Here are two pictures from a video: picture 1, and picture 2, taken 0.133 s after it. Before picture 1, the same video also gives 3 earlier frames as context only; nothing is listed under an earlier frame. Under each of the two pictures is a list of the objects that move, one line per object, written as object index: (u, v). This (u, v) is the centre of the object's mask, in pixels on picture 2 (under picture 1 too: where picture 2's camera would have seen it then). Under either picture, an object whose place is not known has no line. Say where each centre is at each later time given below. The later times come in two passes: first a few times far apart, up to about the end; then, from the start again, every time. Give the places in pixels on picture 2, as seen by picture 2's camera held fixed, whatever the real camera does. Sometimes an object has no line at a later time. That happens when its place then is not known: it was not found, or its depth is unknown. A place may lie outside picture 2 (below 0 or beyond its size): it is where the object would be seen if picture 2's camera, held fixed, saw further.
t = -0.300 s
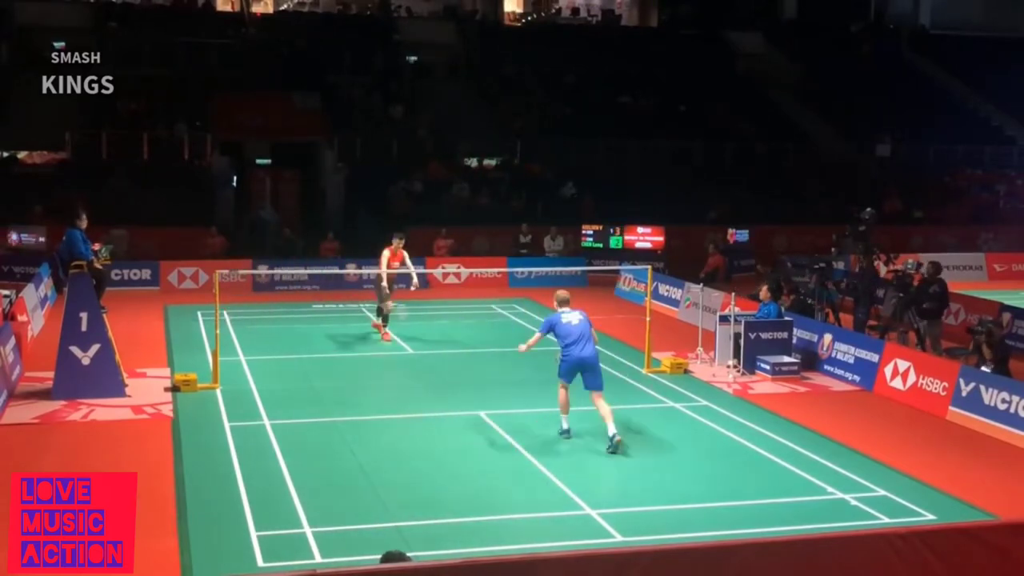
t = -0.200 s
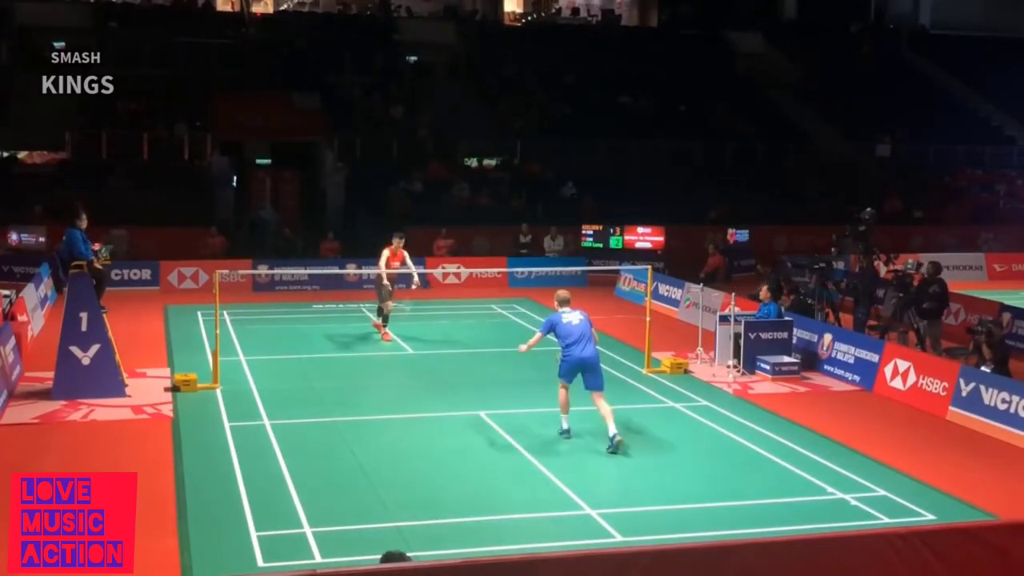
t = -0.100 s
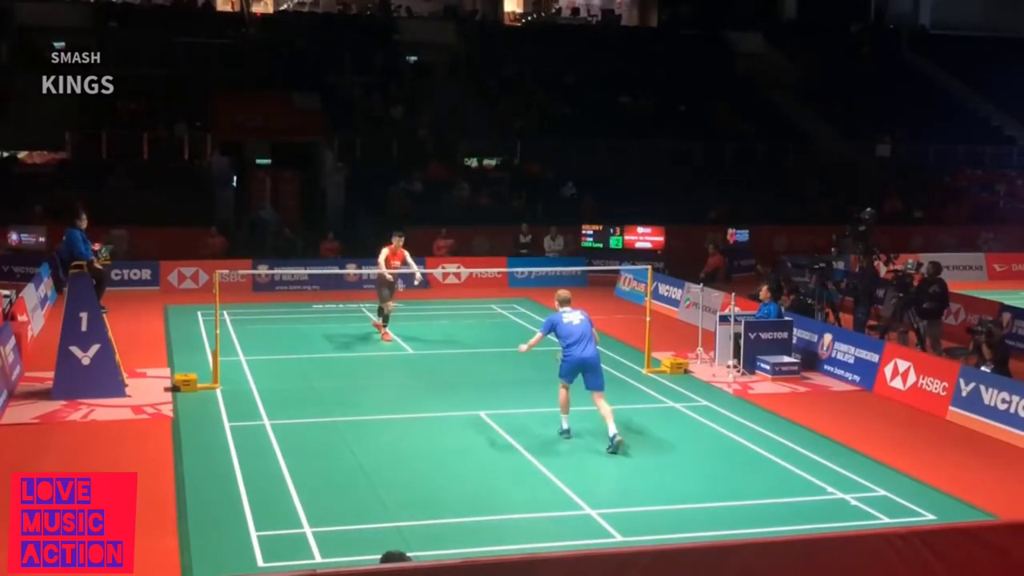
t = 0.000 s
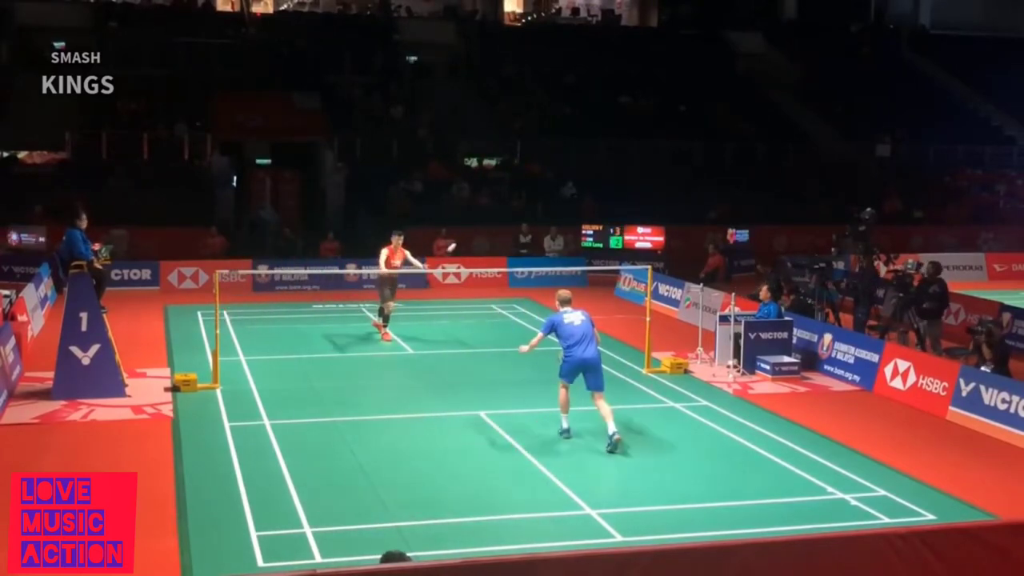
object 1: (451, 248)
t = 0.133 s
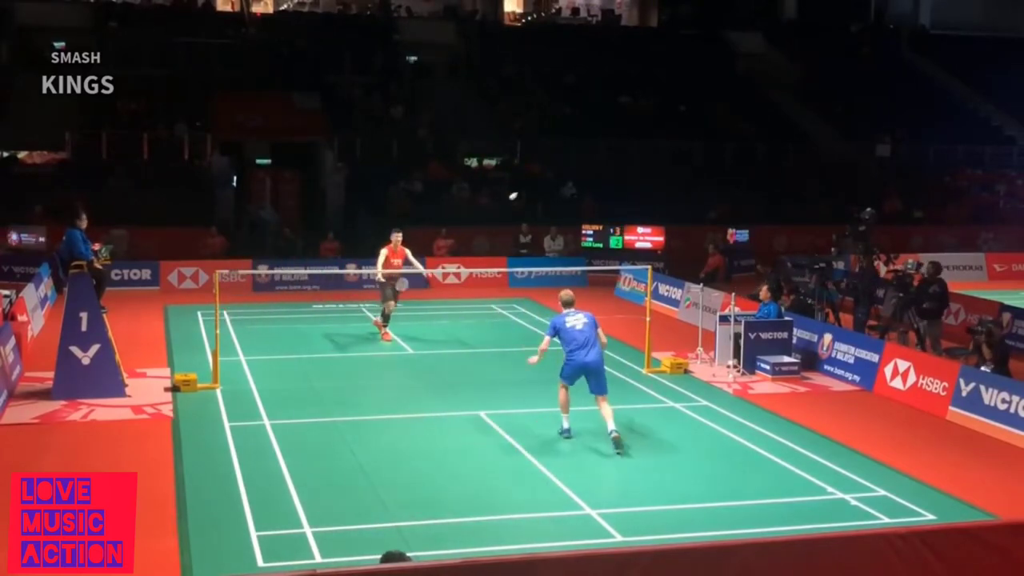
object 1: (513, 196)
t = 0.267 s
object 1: (562, 163)
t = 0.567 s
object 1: (650, 146)
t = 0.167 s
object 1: (526, 186)
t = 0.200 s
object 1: (538, 177)
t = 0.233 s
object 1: (550, 170)
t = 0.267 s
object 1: (562, 163)
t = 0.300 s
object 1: (573, 158)
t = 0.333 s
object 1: (584, 153)
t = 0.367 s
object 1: (594, 149)
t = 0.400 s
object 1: (604, 146)
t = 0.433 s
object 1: (614, 145)
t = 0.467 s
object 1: (623, 144)
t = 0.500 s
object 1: (633, 143)
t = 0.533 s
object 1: (641, 144)
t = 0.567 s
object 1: (650, 146)
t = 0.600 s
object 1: (659, 148)
